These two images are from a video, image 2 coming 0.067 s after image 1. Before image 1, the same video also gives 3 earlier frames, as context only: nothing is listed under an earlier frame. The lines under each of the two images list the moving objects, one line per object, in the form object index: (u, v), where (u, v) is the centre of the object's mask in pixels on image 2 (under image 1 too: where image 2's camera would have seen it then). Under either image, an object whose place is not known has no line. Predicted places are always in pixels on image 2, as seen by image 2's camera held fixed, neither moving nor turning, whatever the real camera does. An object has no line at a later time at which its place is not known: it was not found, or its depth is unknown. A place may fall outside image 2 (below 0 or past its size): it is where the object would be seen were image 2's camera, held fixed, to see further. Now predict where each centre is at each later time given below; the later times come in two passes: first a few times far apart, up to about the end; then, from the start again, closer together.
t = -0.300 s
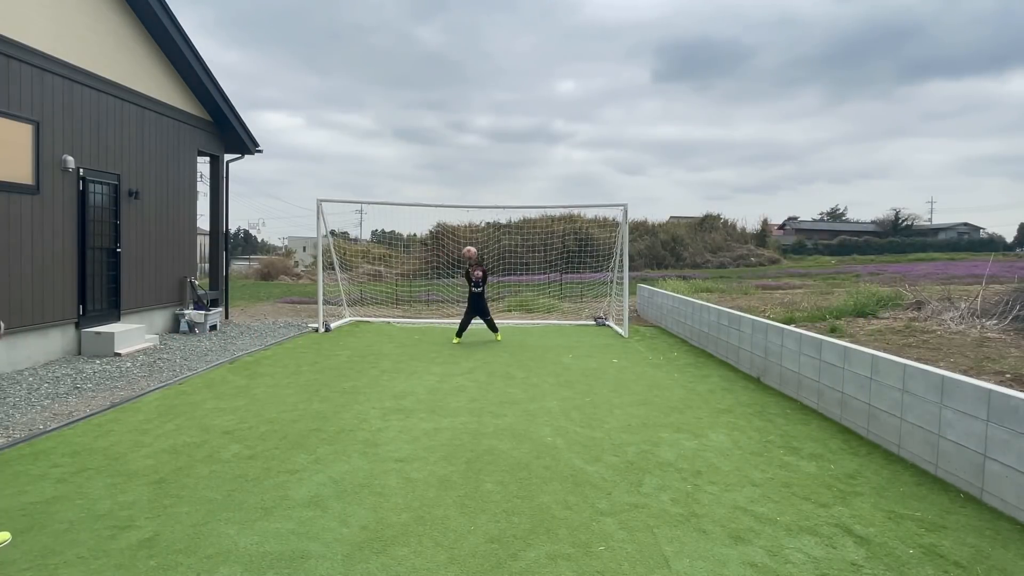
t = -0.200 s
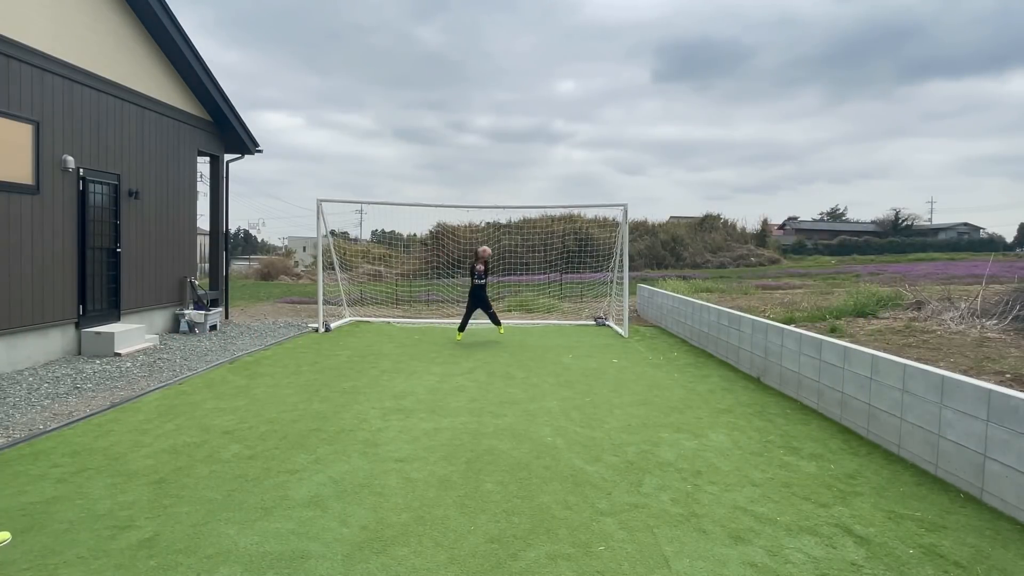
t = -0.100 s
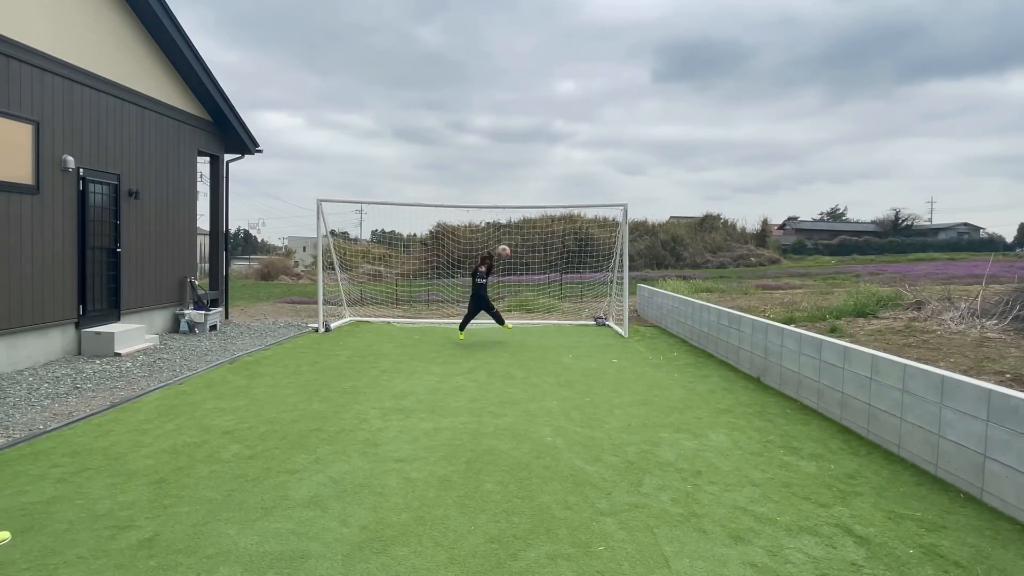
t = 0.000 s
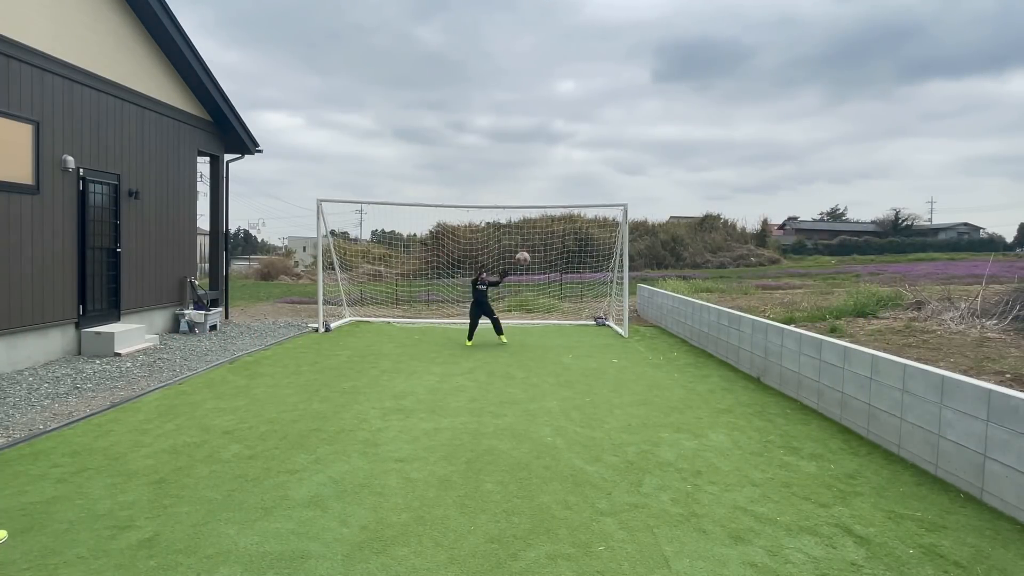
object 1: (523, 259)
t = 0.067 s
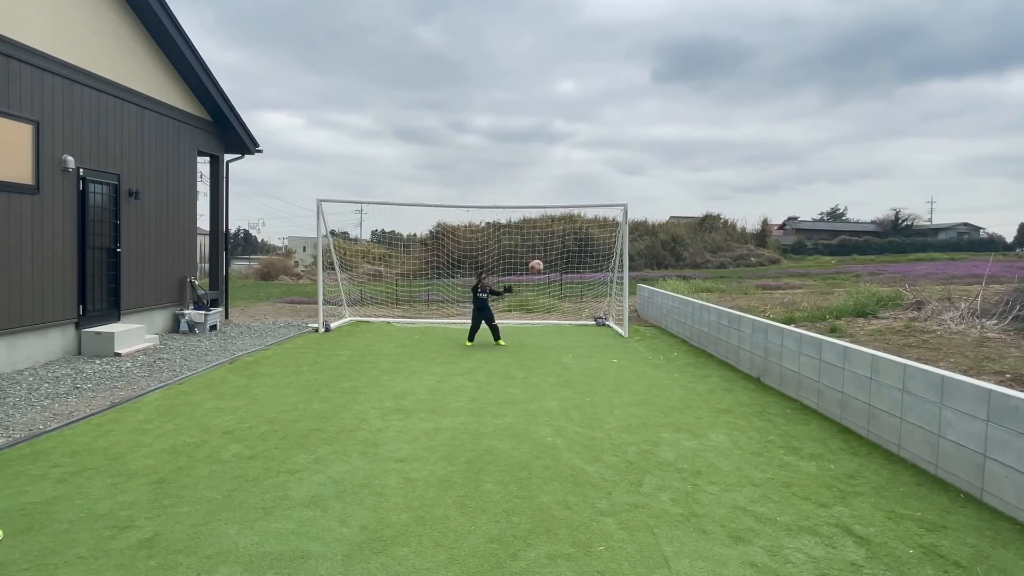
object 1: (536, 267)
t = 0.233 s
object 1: (568, 302)
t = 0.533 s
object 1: (616, 320)
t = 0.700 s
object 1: (635, 307)
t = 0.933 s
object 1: (660, 322)
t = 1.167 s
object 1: (688, 348)
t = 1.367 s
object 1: (715, 342)
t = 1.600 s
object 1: (732, 364)
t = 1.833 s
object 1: (723, 364)
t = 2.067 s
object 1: (716, 364)
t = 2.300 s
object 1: (711, 365)
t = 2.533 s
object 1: (708, 367)
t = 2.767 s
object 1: (705, 368)
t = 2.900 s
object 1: (704, 368)
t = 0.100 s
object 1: (543, 273)
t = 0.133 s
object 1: (549, 278)
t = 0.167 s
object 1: (556, 285)
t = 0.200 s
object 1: (563, 293)
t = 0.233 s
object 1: (568, 302)
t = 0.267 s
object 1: (576, 312)
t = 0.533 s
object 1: (616, 320)
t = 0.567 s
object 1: (620, 316)
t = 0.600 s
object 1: (623, 313)
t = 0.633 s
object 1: (627, 310)
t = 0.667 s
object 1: (632, 308)
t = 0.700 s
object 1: (635, 307)
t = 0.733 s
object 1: (639, 306)
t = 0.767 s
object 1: (642, 307)
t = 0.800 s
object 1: (645, 309)
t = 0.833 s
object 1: (649, 311)
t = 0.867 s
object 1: (653, 314)
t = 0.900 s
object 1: (656, 317)
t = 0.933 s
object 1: (660, 322)
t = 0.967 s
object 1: (663, 327)
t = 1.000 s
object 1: (667, 335)
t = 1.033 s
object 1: (671, 342)
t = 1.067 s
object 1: (674, 351)
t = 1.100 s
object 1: (678, 357)
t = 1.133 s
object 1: (683, 352)
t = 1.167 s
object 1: (688, 348)
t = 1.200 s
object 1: (691, 344)
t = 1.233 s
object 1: (696, 342)
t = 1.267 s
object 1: (701, 341)
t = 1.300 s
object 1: (706, 341)
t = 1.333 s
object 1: (711, 341)
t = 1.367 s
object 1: (715, 342)
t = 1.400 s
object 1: (720, 345)
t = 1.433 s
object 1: (724, 348)
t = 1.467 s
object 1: (729, 352)
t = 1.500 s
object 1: (733, 357)
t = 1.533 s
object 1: (737, 363)
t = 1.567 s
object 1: (734, 365)
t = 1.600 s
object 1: (732, 364)
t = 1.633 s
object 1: (732, 363)
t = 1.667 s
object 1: (730, 363)
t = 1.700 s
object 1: (729, 363)
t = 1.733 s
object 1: (727, 364)
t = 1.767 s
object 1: (726, 364)
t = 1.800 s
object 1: (724, 363)
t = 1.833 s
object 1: (723, 364)
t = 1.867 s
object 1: (722, 364)
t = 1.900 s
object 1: (721, 364)
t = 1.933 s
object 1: (720, 364)
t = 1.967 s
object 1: (719, 364)
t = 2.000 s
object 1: (718, 364)
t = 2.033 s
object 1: (717, 364)
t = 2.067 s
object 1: (716, 364)
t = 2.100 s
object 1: (715, 364)
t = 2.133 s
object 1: (715, 364)
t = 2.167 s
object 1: (714, 364)
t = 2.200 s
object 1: (713, 365)
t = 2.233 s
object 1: (712, 365)
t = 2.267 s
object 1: (712, 365)
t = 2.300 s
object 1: (711, 365)
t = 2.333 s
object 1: (711, 365)
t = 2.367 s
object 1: (710, 366)
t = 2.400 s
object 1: (709, 366)
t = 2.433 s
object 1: (709, 366)
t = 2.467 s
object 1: (708, 366)
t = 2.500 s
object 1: (708, 367)
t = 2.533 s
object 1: (708, 367)
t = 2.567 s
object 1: (707, 367)
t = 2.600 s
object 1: (707, 367)
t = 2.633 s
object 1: (706, 367)
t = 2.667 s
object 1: (706, 367)
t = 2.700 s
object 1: (705, 367)
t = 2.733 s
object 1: (705, 367)
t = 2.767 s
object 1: (705, 368)
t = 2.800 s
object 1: (704, 368)
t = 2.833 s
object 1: (704, 368)
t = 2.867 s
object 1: (704, 368)
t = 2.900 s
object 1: (704, 368)
